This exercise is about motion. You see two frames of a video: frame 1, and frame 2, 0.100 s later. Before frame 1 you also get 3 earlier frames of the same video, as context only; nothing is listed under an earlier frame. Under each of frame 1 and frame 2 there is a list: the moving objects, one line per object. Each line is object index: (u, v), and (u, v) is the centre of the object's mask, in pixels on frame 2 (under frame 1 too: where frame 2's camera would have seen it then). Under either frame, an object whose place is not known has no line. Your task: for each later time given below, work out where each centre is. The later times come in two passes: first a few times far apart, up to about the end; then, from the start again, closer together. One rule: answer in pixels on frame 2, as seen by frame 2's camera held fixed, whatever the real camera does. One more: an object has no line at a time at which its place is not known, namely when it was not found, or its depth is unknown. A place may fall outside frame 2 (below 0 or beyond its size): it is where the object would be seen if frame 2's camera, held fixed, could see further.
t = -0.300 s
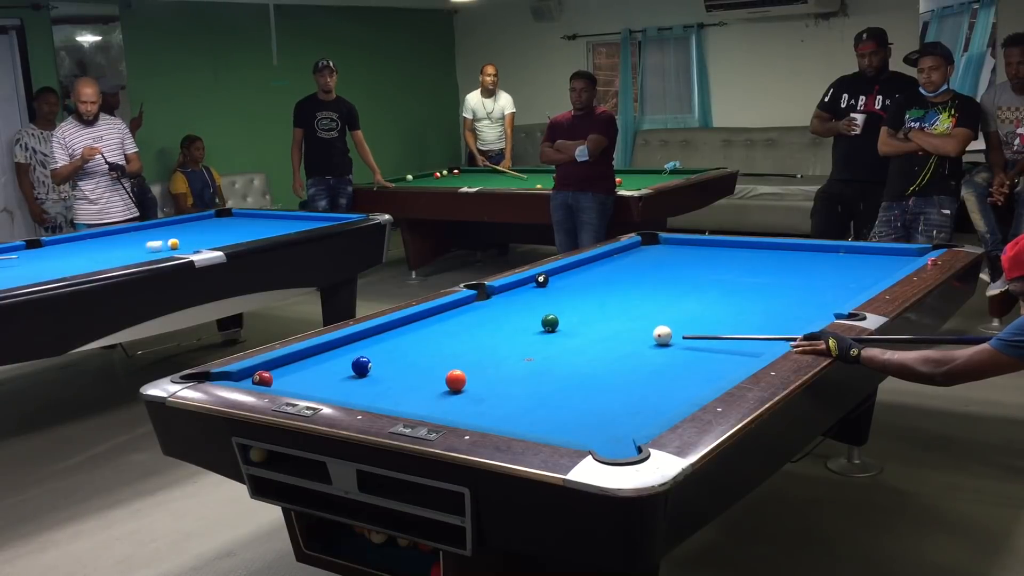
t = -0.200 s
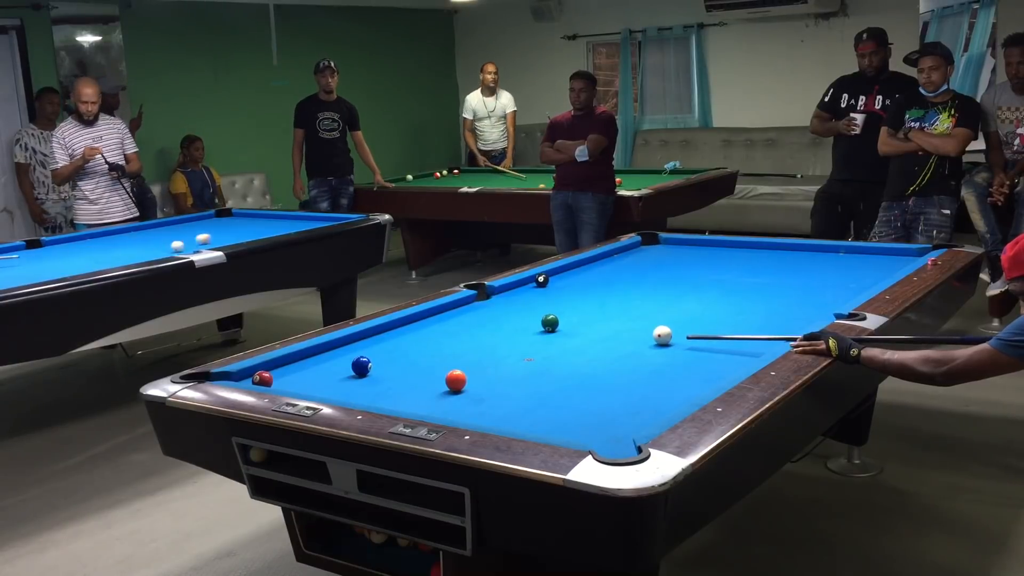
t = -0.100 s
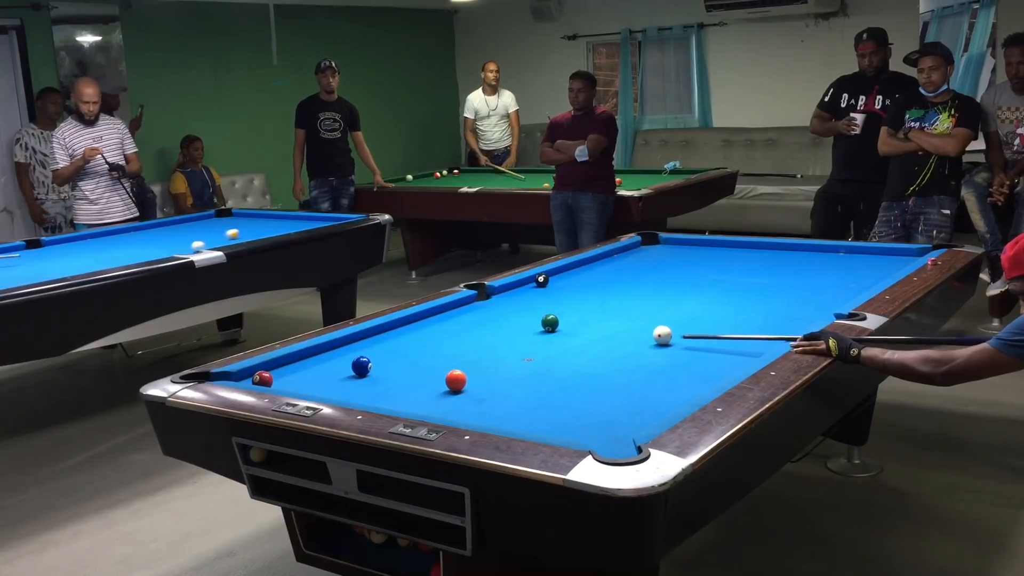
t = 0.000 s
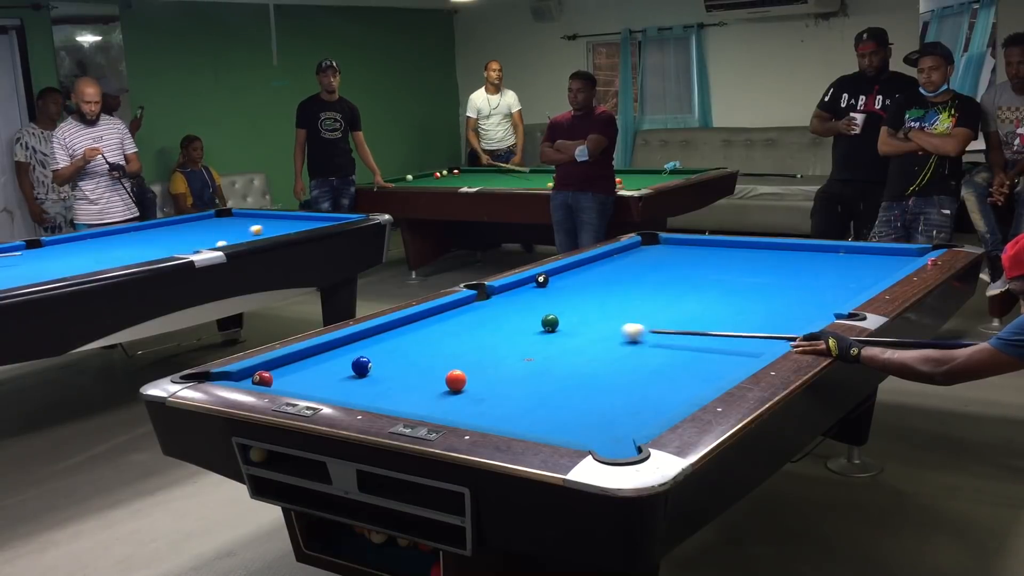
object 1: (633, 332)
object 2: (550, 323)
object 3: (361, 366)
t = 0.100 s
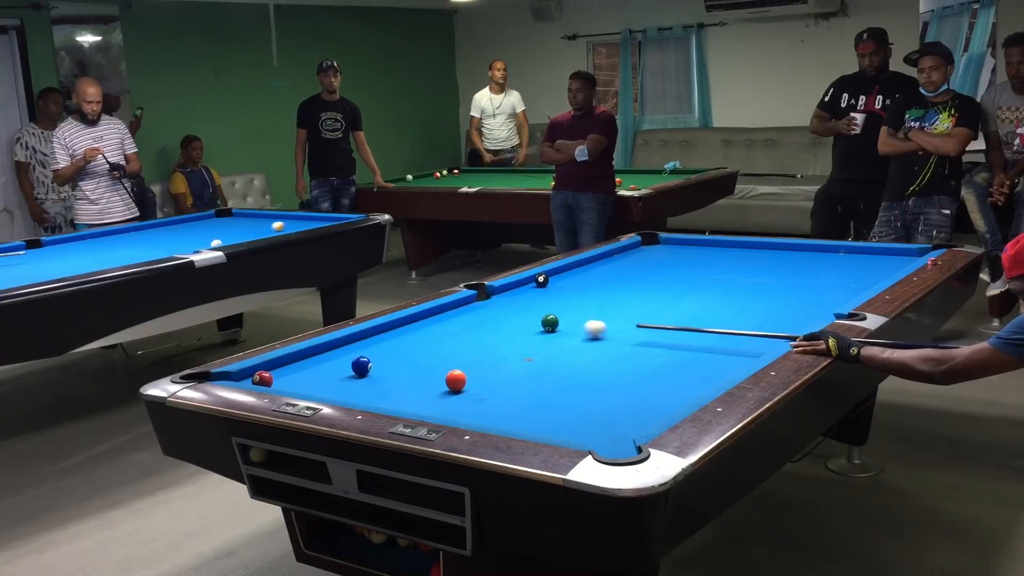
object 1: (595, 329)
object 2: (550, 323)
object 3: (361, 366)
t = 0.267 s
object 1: (543, 327)
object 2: (546, 316)
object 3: (361, 366)
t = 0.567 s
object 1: (469, 332)
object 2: (527, 311)
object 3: (361, 366)
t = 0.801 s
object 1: (412, 336)
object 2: (515, 304)
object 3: (361, 366)
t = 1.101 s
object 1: (349, 342)
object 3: (361, 366)
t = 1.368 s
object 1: (350, 350)
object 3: (361, 366)
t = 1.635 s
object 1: (350, 357)
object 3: (362, 366)
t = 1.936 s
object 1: (348, 364)
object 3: (366, 369)
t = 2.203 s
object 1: (343, 367)
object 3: (371, 373)
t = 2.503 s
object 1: (338, 369)
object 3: (377, 376)
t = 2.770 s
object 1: (335, 371)
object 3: (382, 379)
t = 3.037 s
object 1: (333, 371)
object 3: (386, 381)
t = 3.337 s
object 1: (332, 371)
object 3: (389, 383)
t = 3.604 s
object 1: (332, 371)
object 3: (391, 384)
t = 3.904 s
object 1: (332, 371)
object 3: (391, 385)
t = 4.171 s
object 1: (332, 372)
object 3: (391, 385)
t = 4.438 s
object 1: (332, 371)
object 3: (391, 385)
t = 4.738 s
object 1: (332, 371)
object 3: (391, 385)
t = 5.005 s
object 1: (332, 371)
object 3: (391, 385)
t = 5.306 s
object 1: (332, 371)
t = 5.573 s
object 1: (332, 372)
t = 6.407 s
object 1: (332, 371)
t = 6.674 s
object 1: (332, 371)
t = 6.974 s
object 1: (332, 371)
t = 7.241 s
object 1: (332, 371)
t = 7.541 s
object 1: (332, 371)
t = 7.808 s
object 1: (332, 372)
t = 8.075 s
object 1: (333, 372)
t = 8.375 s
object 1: (332, 372)
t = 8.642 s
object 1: (333, 371)
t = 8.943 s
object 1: (333, 372)
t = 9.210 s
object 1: (332, 372)
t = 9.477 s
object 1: (332, 372)
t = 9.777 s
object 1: (332, 372)
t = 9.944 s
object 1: (332, 372)
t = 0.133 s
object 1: (583, 329)
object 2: (550, 323)
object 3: (361, 366)
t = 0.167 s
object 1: (572, 327)
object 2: (550, 323)
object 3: (361, 366)
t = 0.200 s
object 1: (560, 326)
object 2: (547, 321)
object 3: (361, 366)
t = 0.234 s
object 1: (552, 327)
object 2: (546, 317)
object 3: (361, 366)
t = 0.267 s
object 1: (543, 327)
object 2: (546, 316)
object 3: (361, 366)
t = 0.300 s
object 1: (535, 328)
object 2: (544, 317)
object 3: (361, 366)
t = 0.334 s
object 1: (527, 328)
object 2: (541, 318)
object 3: (361, 366)
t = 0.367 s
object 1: (519, 329)
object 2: (539, 317)
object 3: (361, 366)
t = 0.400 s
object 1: (510, 330)
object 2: (537, 316)
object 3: (361, 366)
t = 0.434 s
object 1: (502, 330)
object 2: (535, 315)
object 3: (361, 366)
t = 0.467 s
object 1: (493, 331)
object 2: (533, 314)
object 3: (361, 366)
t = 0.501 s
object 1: (485, 331)
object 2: (531, 312)
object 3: (361, 366)
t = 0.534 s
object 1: (477, 332)
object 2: (529, 311)
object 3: (361, 366)
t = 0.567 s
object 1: (469, 332)
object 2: (527, 311)
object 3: (361, 366)
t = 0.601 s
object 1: (461, 333)
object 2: (525, 310)
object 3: (361, 366)
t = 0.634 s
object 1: (453, 334)
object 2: (523, 309)
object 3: (361, 366)
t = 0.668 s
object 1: (445, 334)
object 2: (522, 308)
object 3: (361, 366)
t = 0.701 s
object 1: (437, 335)
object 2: (520, 307)
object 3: (361, 366)
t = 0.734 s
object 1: (429, 335)
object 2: (518, 306)
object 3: (361, 366)
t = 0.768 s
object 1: (420, 336)
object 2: (516, 305)
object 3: (361, 366)
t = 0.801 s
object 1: (412, 336)
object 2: (515, 304)
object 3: (361, 366)
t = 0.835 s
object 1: (404, 337)
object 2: (513, 303)
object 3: (361, 366)
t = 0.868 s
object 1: (397, 337)
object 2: (511, 302)
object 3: (361, 366)
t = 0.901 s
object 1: (389, 338)
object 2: (510, 302)
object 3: (361, 366)
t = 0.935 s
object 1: (381, 338)
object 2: (508, 301)
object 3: (361, 366)
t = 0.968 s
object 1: (373, 339)
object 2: (507, 301)
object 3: (361, 366)
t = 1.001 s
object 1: (365, 339)
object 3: (361, 366)
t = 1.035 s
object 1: (358, 339)
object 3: (361, 366)
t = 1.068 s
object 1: (350, 340)
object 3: (361, 366)
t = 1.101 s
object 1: (349, 342)
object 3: (361, 366)
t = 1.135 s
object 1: (349, 342)
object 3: (361, 366)
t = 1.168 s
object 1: (349, 344)
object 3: (361, 366)
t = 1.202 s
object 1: (349, 344)
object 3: (361, 366)
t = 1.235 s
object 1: (349, 345)
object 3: (361, 366)
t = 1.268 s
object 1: (349, 347)
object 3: (361, 366)
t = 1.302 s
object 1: (350, 348)
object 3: (361, 366)
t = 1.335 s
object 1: (350, 349)
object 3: (361, 366)
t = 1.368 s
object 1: (350, 350)
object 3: (361, 366)
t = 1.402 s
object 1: (350, 351)
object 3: (361, 366)
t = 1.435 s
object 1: (350, 352)
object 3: (361, 366)
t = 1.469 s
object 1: (350, 352)
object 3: (361, 366)
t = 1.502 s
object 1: (350, 353)
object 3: (361, 366)
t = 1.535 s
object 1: (350, 354)
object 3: (362, 366)
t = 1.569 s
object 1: (350, 355)
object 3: (361, 366)
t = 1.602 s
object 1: (350, 356)
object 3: (362, 366)
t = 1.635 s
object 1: (350, 357)
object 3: (362, 366)
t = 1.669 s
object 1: (350, 358)
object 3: (362, 366)
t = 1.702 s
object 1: (350, 359)
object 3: (362, 366)
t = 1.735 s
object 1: (350, 359)
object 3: (361, 366)
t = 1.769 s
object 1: (349, 360)
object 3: (361, 366)
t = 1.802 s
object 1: (349, 361)
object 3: (362, 367)
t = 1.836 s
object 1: (349, 362)
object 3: (363, 367)
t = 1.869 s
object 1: (349, 363)
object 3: (364, 368)
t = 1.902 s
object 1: (349, 364)
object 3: (365, 368)
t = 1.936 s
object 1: (348, 364)
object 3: (366, 369)
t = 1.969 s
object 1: (348, 365)
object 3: (367, 370)
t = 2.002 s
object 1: (347, 365)
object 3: (367, 370)
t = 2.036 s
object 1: (346, 365)
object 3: (367, 370)
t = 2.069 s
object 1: (346, 366)
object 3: (368, 371)
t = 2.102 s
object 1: (345, 366)
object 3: (369, 371)
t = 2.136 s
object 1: (344, 367)
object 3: (370, 372)
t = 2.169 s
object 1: (344, 367)
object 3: (371, 372)
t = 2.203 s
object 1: (343, 367)
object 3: (371, 373)
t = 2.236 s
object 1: (343, 367)
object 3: (372, 373)
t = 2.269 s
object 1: (342, 368)
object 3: (373, 374)
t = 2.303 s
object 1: (341, 368)
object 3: (374, 374)
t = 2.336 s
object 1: (341, 368)
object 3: (374, 374)
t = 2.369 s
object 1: (340, 368)
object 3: (375, 375)
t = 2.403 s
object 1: (339, 369)
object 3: (375, 375)
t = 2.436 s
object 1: (339, 369)
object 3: (376, 376)
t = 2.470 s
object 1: (338, 369)
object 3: (377, 376)
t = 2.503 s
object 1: (338, 369)
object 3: (377, 376)
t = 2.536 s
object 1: (338, 370)
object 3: (378, 377)
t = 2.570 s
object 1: (337, 370)
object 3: (379, 377)
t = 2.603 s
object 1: (337, 370)
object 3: (379, 378)
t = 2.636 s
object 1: (336, 370)
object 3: (380, 378)
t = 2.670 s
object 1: (336, 370)
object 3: (381, 378)
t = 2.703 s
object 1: (335, 370)
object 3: (381, 378)
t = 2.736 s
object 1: (335, 371)
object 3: (382, 379)
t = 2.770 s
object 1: (335, 371)
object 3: (382, 379)
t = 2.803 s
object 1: (334, 371)
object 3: (383, 380)
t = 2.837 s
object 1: (334, 371)
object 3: (383, 380)
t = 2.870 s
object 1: (334, 371)
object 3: (384, 380)
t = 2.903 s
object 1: (334, 371)
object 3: (384, 380)
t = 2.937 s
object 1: (333, 371)
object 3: (385, 381)
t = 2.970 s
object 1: (333, 371)
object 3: (385, 381)
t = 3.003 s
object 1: (333, 371)
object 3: (385, 381)
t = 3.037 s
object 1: (333, 371)
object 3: (386, 381)
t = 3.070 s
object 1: (333, 371)
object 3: (386, 382)
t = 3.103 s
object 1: (333, 372)
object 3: (387, 382)
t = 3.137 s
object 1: (333, 372)
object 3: (387, 382)
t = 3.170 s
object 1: (333, 371)
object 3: (387, 383)
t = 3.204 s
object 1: (332, 371)
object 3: (388, 383)
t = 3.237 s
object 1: (332, 371)
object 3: (388, 383)
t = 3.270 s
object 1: (332, 372)
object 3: (388, 383)
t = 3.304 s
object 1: (332, 371)
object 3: (388, 383)
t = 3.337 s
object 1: (332, 371)
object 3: (389, 383)
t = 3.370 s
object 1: (332, 371)
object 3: (389, 383)
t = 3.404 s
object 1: (332, 371)
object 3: (389, 383)
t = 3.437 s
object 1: (332, 371)
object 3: (389, 383)
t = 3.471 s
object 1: (333, 371)
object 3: (390, 383)
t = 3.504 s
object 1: (332, 371)
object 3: (390, 384)
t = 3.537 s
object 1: (332, 371)
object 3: (390, 384)
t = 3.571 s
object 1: (332, 371)
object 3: (390, 384)
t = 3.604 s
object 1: (332, 371)
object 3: (391, 384)
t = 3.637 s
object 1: (332, 371)
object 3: (391, 384)
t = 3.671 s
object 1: (332, 371)
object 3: (391, 384)
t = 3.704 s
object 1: (332, 371)
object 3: (391, 384)
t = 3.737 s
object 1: (332, 371)
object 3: (391, 384)
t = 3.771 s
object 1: (332, 371)
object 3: (391, 384)
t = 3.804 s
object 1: (332, 371)
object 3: (391, 384)
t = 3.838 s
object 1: (333, 372)
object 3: (391, 385)
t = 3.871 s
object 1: (332, 371)
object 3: (391, 385)
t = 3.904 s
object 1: (332, 371)
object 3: (391, 385)
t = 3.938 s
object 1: (332, 371)
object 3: (391, 385)
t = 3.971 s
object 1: (332, 371)
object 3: (391, 385)
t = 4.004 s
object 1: (332, 371)
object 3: (391, 385)
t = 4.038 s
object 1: (332, 371)
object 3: (391, 385)
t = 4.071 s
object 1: (332, 372)
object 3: (391, 385)
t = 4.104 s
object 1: (332, 371)
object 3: (391, 384)
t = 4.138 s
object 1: (332, 371)
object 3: (391, 384)
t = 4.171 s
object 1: (332, 372)
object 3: (391, 385)
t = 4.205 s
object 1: (332, 371)
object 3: (391, 385)
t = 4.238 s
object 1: (332, 371)
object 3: (391, 384)
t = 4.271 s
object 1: (332, 371)
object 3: (391, 384)
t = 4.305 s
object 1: (332, 371)
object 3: (391, 384)
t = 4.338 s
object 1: (332, 371)
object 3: (391, 384)
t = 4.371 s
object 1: (332, 371)
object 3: (391, 384)
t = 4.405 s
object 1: (332, 371)
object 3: (391, 385)
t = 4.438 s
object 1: (332, 371)
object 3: (391, 385)
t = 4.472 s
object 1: (332, 371)
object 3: (391, 385)
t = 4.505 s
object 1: (332, 371)
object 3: (391, 385)
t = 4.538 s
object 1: (332, 371)
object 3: (391, 385)
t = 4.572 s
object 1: (332, 371)
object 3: (391, 384)
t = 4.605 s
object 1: (332, 371)
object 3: (391, 385)
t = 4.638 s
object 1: (332, 371)
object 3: (391, 385)
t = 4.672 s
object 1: (332, 371)
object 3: (391, 385)
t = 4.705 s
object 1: (332, 371)
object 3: (391, 385)
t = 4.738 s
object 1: (332, 371)
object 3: (391, 385)
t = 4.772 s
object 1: (332, 371)
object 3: (391, 385)
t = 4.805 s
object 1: (332, 372)
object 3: (391, 385)
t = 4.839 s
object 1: (332, 372)
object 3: (391, 385)
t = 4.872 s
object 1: (332, 371)
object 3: (391, 385)
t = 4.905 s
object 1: (332, 371)
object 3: (391, 385)
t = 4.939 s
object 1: (332, 371)
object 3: (391, 385)
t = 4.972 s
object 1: (332, 371)
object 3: (391, 384)
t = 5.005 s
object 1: (332, 371)
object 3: (391, 385)
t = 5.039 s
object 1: (332, 372)
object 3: (391, 385)
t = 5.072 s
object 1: (332, 371)
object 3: (391, 385)
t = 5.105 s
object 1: (332, 371)
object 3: (391, 384)
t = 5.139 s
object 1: (332, 371)
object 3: (391, 385)
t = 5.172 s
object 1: (332, 371)
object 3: (391, 385)
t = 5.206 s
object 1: (332, 371)
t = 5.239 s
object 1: (332, 371)
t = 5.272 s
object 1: (332, 371)
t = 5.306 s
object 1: (332, 371)
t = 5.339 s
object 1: (332, 372)
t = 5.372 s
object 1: (332, 372)
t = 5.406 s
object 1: (332, 372)
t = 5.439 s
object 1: (332, 372)
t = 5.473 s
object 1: (332, 372)
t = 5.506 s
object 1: (332, 372)
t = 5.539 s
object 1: (332, 372)
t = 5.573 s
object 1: (332, 372)
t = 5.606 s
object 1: (332, 372)
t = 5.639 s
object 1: (332, 372)
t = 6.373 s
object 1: (335, 371)
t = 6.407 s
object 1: (332, 371)
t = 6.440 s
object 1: (333, 371)
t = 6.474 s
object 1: (333, 371)
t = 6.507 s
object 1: (332, 371)
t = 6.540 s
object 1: (333, 371)
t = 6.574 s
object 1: (332, 371)
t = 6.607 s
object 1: (332, 371)
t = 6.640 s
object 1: (332, 372)
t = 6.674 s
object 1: (332, 371)
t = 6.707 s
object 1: (332, 371)
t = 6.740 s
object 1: (332, 371)
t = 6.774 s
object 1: (332, 371)
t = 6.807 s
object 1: (332, 371)
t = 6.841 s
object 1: (332, 371)
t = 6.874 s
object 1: (332, 371)
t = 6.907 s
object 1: (332, 371)
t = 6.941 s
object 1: (332, 371)
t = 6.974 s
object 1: (332, 371)
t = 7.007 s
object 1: (332, 371)
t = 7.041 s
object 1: (332, 371)
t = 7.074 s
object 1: (332, 371)
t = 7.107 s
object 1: (332, 371)
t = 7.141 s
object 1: (333, 371)
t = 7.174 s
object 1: (333, 371)
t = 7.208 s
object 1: (332, 371)
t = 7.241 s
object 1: (332, 371)
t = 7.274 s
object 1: (332, 371)
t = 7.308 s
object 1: (332, 371)
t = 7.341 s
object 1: (332, 371)
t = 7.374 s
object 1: (332, 371)
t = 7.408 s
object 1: (332, 372)
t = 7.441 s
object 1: (332, 372)
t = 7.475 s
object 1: (332, 371)
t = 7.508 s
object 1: (332, 372)
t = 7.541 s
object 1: (332, 371)
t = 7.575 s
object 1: (332, 372)
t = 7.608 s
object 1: (332, 372)
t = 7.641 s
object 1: (332, 372)
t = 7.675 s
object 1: (332, 371)
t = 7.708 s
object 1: (332, 372)
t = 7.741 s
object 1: (332, 371)
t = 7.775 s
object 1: (332, 371)
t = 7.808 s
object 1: (332, 372)
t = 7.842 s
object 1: (333, 372)
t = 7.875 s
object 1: (332, 371)
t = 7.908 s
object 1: (332, 372)
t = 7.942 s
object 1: (332, 372)
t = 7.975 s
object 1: (332, 372)
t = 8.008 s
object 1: (333, 372)
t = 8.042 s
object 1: (333, 372)
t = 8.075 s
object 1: (333, 372)
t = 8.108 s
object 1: (332, 371)
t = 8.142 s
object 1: (332, 372)
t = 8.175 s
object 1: (333, 372)
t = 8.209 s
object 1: (333, 372)
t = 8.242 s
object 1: (333, 372)
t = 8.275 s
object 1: (332, 372)
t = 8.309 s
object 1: (332, 372)
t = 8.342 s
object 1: (333, 372)
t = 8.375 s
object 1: (332, 372)
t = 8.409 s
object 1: (332, 372)
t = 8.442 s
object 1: (332, 371)
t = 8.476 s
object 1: (332, 372)
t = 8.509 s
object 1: (332, 372)
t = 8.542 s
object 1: (332, 372)
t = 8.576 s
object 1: (333, 372)
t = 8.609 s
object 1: (333, 372)
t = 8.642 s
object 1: (333, 371)
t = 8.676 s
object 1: (332, 372)
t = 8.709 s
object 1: (333, 371)
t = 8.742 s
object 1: (332, 372)
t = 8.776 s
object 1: (332, 372)
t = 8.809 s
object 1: (332, 372)
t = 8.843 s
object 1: (332, 372)
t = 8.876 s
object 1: (332, 372)
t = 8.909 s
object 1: (333, 372)
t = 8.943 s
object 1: (333, 372)
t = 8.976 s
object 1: (332, 372)
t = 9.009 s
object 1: (332, 372)
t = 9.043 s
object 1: (332, 372)
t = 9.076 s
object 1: (332, 372)
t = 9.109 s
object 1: (332, 372)
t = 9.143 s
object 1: (332, 372)
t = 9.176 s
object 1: (332, 372)
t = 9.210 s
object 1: (332, 372)
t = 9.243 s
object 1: (332, 371)
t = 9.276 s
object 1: (333, 371)
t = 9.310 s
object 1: (332, 372)
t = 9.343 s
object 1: (332, 372)
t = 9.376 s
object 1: (332, 372)
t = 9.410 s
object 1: (332, 372)
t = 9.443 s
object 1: (333, 372)
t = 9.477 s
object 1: (332, 372)
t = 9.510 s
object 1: (332, 372)
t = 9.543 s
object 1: (332, 372)
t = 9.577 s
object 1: (332, 372)
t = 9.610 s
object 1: (332, 372)
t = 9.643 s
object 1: (332, 372)
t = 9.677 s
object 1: (333, 372)
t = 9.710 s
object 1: (333, 372)
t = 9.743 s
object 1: (332, 372)
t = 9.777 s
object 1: (332, 372)
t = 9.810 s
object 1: (333, 372)
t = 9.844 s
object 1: (333, 372)
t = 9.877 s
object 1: (332, 372)
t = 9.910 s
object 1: (332, 372)
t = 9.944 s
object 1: (332, 372)
